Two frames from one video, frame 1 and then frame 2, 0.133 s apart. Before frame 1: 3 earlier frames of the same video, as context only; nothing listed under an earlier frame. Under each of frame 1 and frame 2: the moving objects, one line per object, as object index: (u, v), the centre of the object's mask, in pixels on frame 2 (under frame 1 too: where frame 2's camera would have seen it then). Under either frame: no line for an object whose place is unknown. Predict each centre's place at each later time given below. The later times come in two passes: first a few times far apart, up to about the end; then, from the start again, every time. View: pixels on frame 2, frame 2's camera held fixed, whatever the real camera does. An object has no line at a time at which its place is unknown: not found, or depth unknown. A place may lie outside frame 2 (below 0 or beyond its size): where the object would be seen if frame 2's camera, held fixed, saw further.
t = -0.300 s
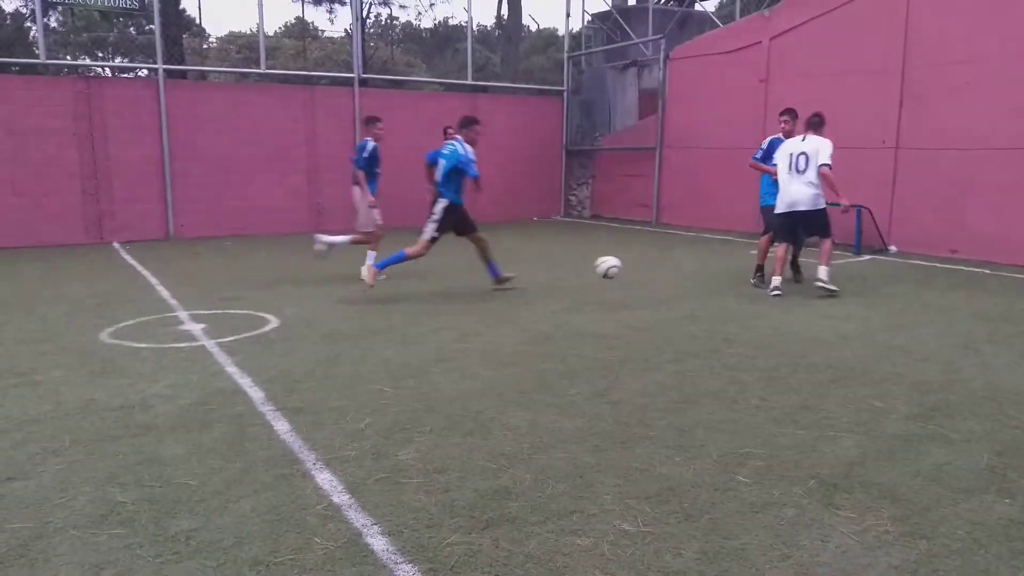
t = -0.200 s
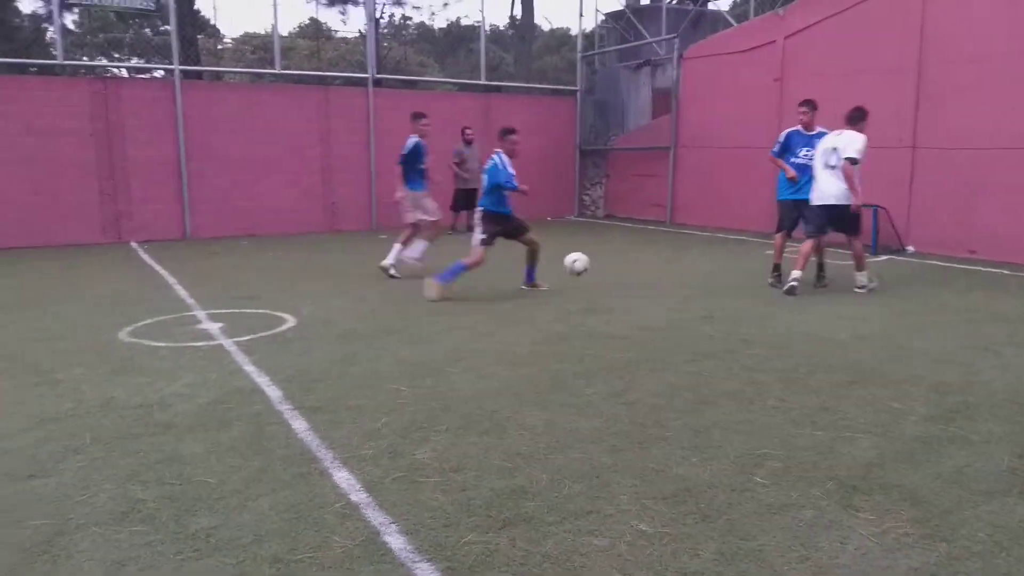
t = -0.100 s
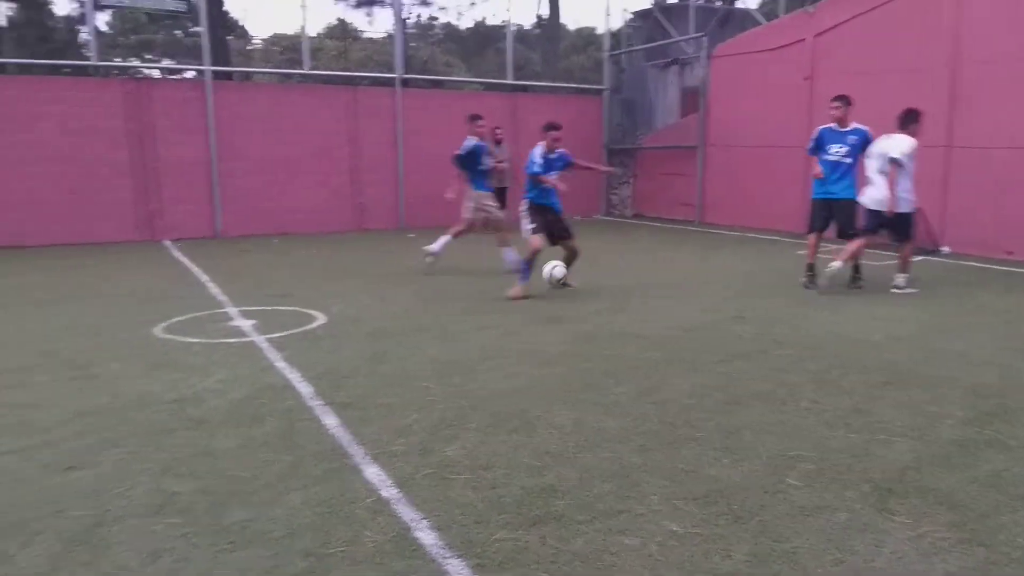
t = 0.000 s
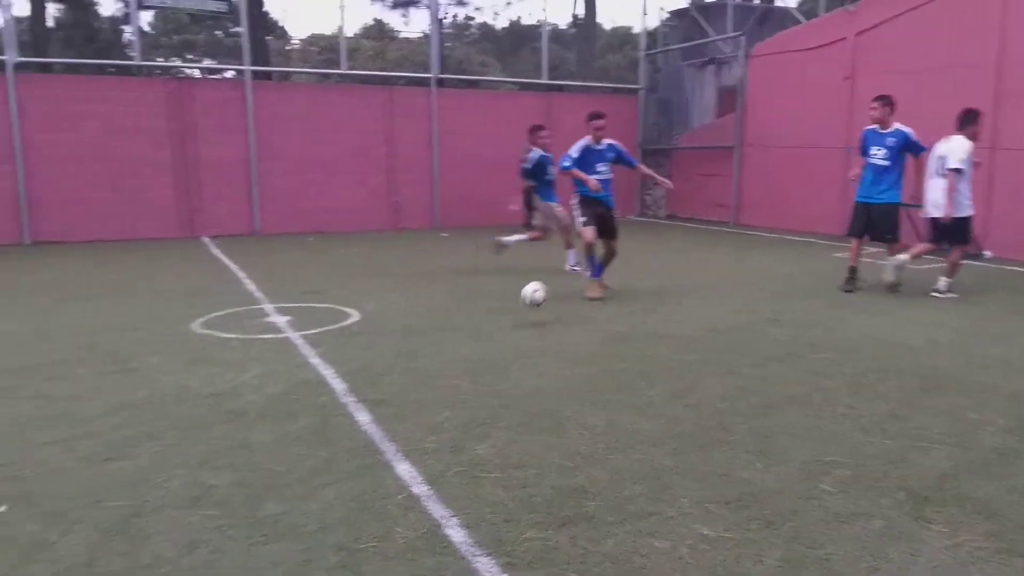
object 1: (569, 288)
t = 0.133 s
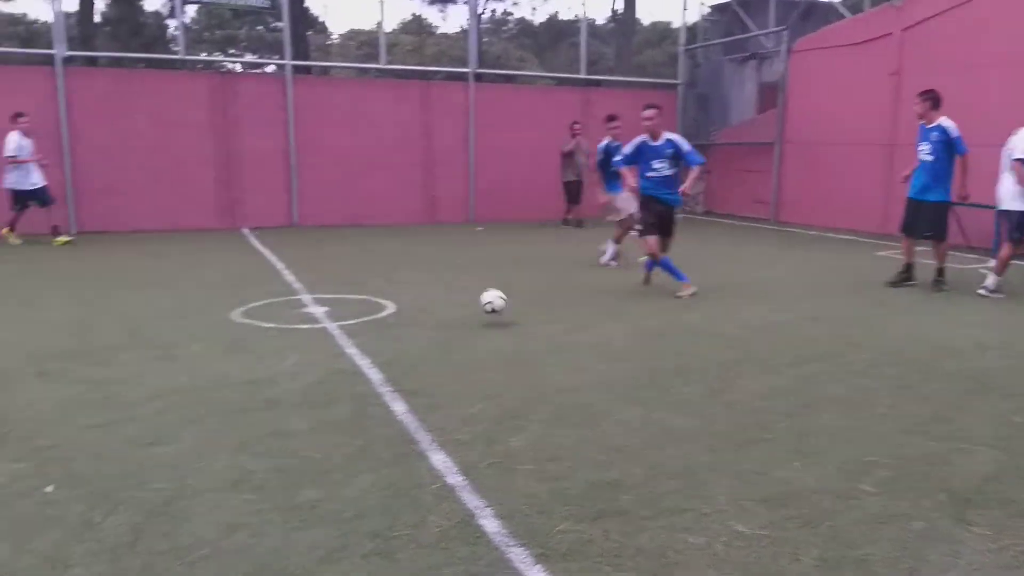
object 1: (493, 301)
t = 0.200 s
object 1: (454, 297)
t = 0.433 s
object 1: (305, 328)
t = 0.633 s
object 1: (165, 336)
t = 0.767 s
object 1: (36, 346)
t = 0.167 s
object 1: (474, 298)
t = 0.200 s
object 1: (454, 297)
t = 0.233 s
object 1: (433, 297)
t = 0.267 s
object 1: (413, 298)
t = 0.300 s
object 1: (393, 300)
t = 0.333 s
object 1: (371, 305)
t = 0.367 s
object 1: (350, 312)
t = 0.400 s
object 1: (328, 320)
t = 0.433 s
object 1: (305, 328)
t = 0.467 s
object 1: (282, 328)
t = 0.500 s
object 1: (259, 327)
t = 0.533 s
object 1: (237, 328)
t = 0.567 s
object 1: (213, 330)
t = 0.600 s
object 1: (190, 336)
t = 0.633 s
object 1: (165, 336)
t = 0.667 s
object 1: (140, 336)
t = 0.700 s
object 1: (114, 335)
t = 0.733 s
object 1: (88, 339)
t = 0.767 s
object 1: (36, 346)
